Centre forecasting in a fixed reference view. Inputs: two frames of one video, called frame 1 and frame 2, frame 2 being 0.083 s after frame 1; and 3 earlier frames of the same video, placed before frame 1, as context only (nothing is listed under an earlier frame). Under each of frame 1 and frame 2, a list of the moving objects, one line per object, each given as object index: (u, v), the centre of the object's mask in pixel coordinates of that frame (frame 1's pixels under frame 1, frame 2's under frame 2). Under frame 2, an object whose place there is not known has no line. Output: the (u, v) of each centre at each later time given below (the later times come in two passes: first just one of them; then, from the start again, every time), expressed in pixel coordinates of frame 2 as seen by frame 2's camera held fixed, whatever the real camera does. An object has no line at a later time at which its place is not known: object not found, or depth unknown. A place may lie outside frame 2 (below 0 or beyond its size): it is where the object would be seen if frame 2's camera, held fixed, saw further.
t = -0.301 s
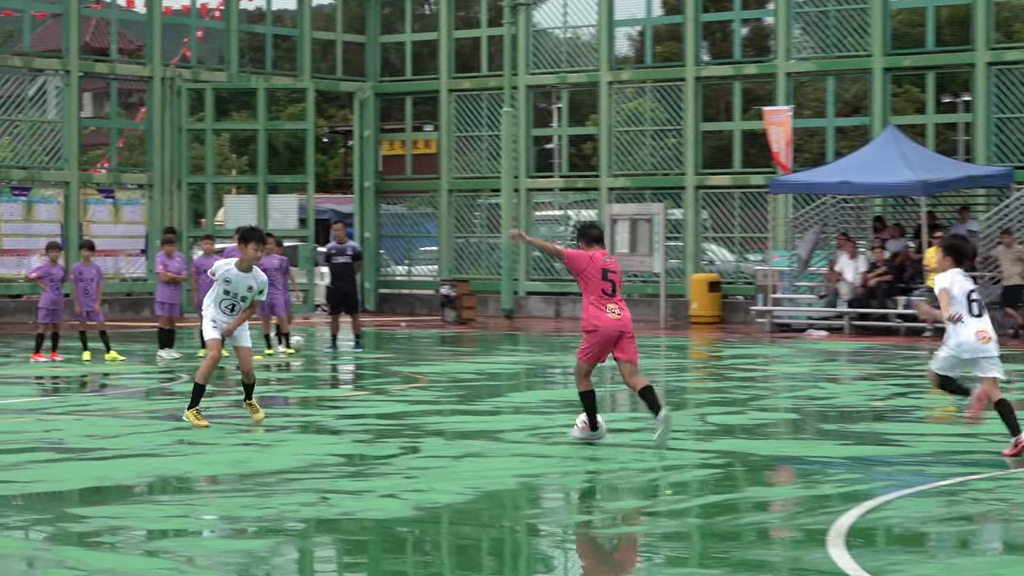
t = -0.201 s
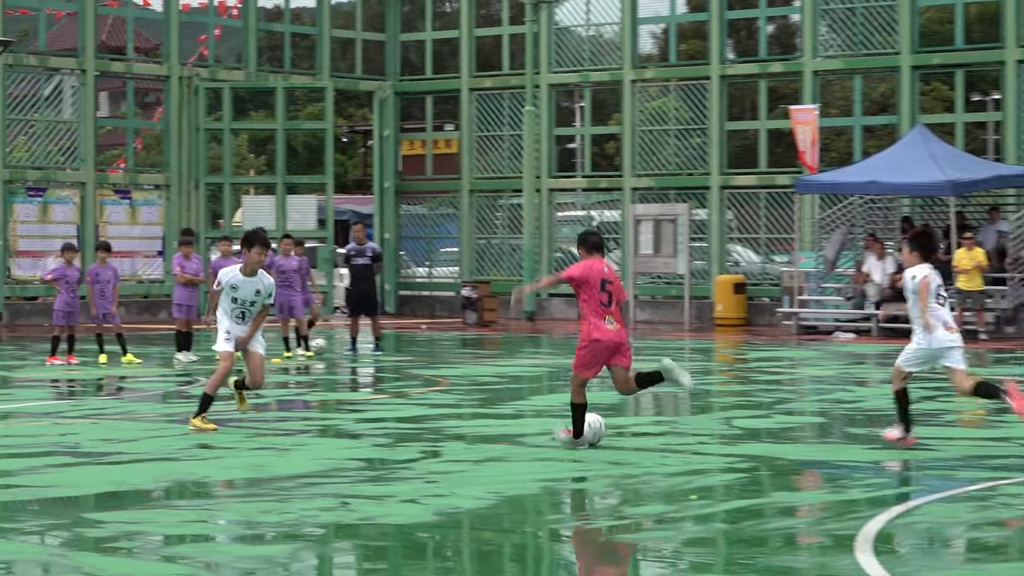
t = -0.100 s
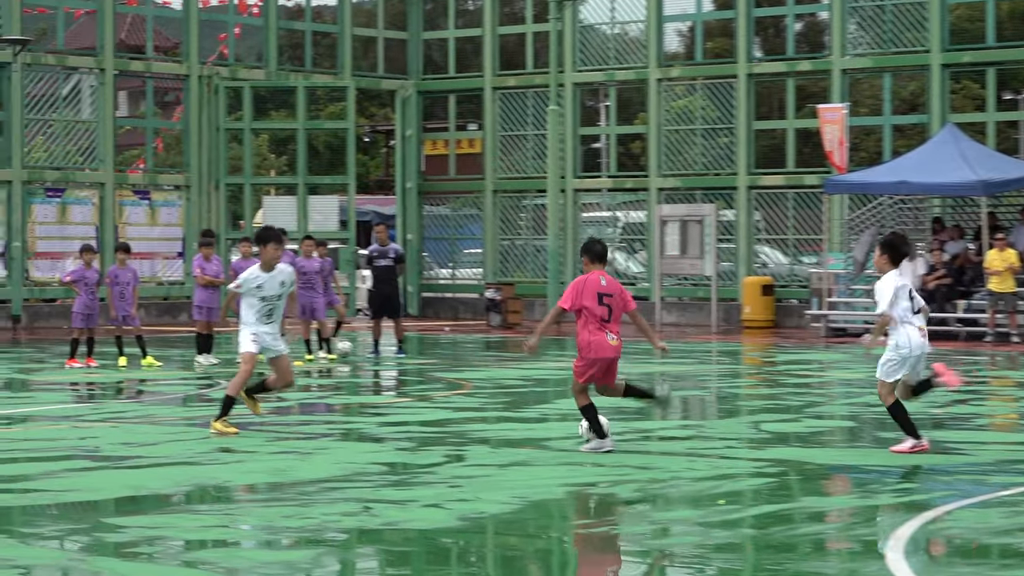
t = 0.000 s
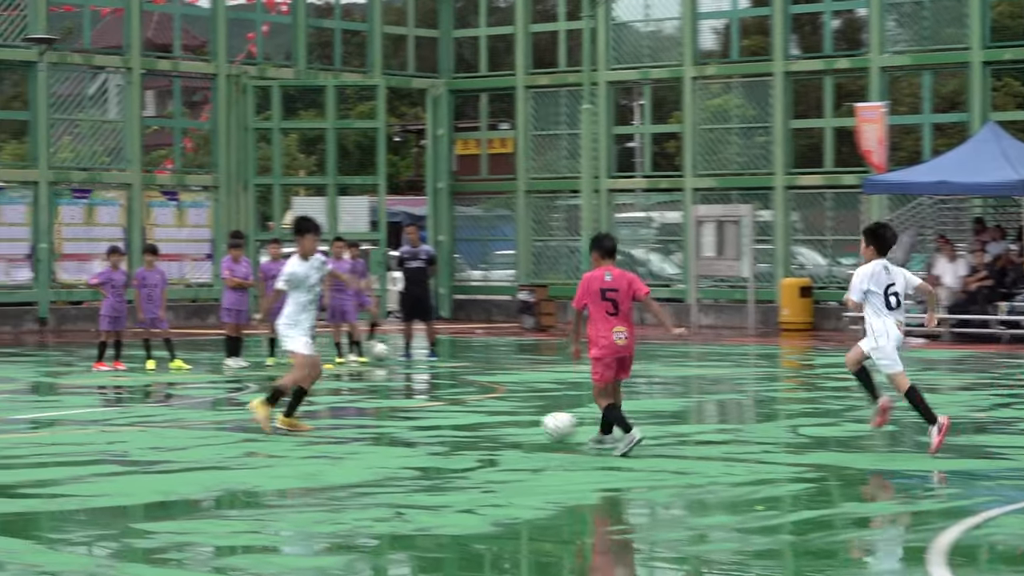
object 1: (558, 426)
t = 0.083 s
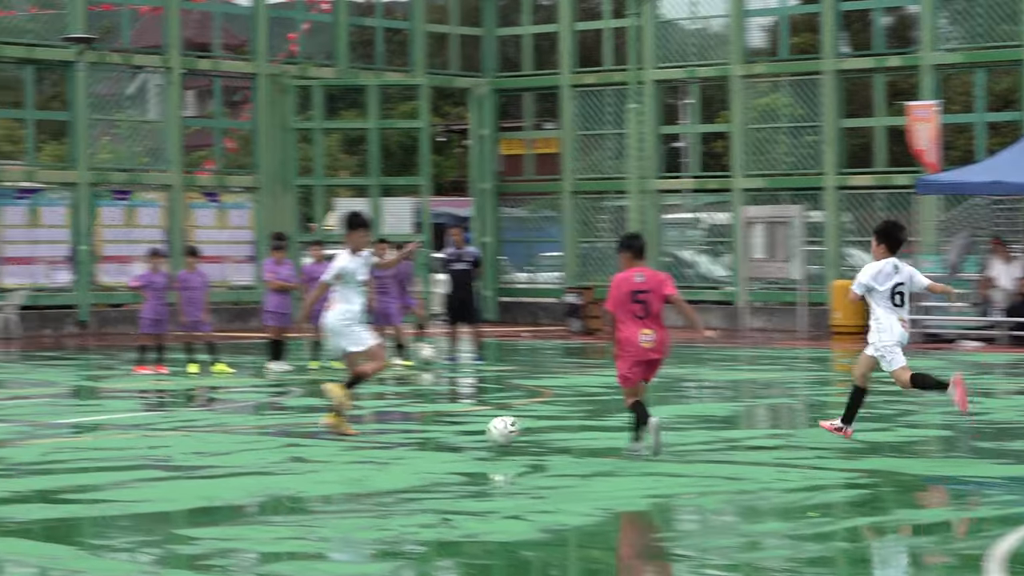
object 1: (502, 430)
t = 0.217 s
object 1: (354, 433)
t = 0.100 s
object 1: (484, 432)
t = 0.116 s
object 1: (464, 435)
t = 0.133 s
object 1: (444, 436)
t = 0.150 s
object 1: (426, 434)
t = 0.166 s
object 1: (408, 433)
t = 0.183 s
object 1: (390, 433)
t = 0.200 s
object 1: (371, 432)
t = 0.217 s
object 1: (354, 433)
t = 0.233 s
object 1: (336, 433)
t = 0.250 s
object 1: (320, 433)
